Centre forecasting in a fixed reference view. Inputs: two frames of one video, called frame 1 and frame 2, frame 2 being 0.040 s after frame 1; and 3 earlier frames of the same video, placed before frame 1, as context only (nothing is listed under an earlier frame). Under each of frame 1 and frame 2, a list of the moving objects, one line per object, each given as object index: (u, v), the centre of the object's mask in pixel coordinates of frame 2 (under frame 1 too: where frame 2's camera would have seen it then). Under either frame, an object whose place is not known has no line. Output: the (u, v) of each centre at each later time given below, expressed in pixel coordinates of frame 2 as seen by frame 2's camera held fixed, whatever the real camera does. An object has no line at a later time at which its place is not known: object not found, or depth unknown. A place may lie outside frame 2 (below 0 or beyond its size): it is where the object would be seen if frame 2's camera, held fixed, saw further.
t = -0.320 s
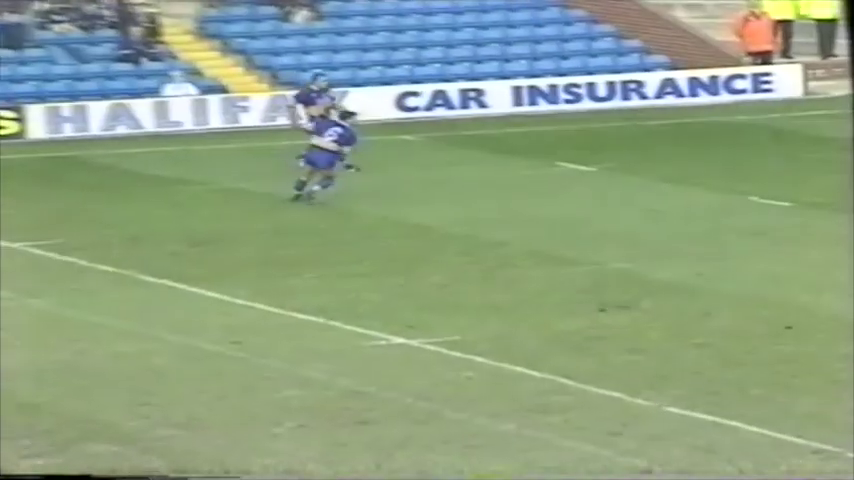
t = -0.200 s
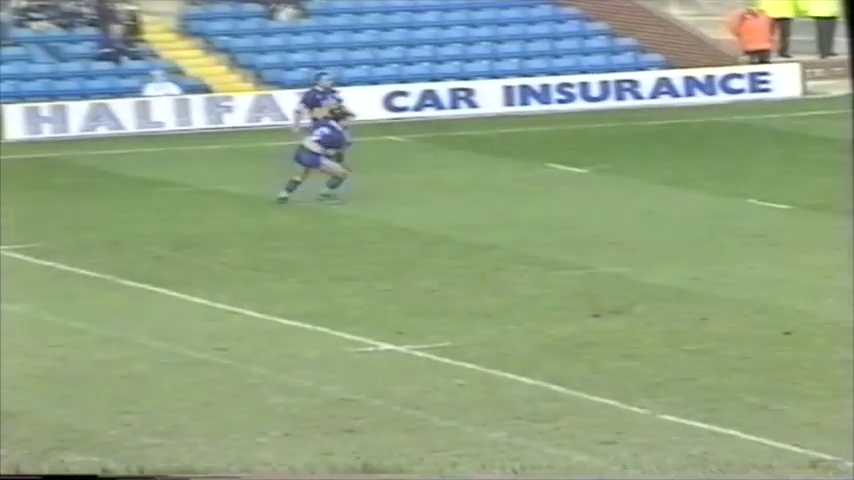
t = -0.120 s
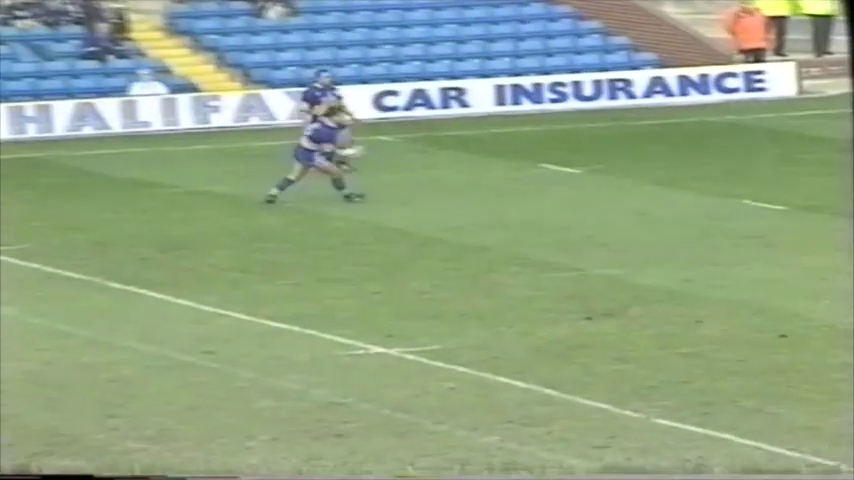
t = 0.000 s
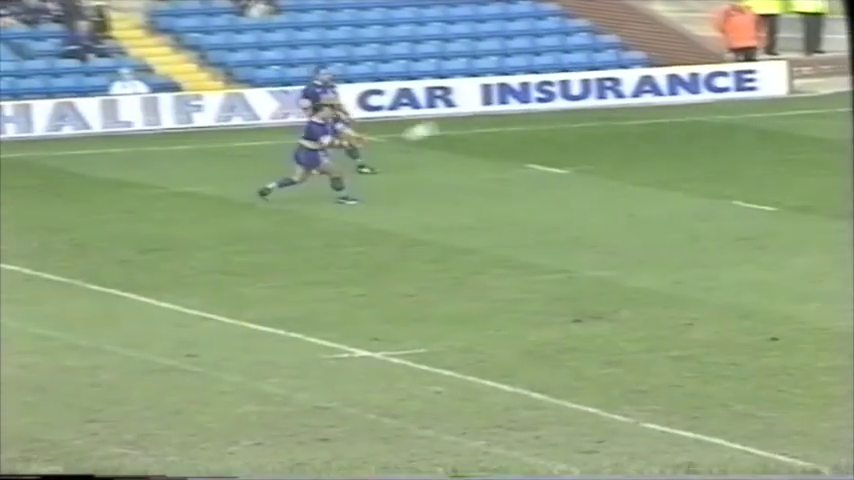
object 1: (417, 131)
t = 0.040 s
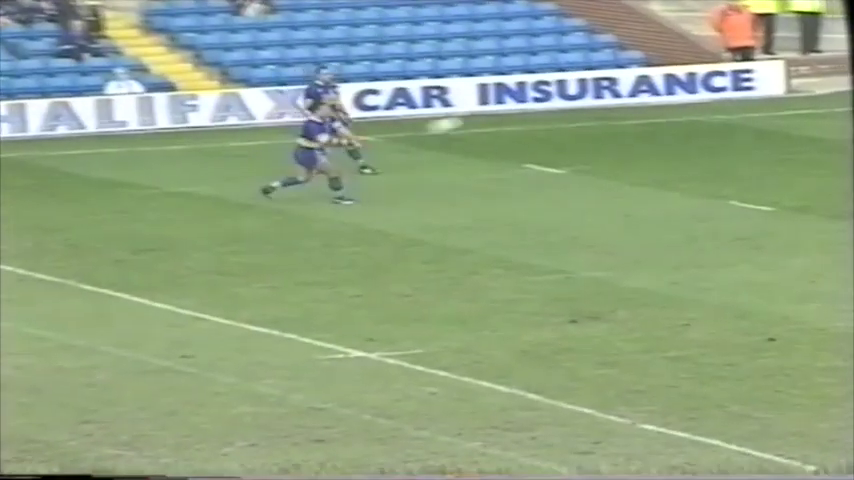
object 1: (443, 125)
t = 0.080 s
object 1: (470, 119)
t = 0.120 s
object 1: (499, 116)
